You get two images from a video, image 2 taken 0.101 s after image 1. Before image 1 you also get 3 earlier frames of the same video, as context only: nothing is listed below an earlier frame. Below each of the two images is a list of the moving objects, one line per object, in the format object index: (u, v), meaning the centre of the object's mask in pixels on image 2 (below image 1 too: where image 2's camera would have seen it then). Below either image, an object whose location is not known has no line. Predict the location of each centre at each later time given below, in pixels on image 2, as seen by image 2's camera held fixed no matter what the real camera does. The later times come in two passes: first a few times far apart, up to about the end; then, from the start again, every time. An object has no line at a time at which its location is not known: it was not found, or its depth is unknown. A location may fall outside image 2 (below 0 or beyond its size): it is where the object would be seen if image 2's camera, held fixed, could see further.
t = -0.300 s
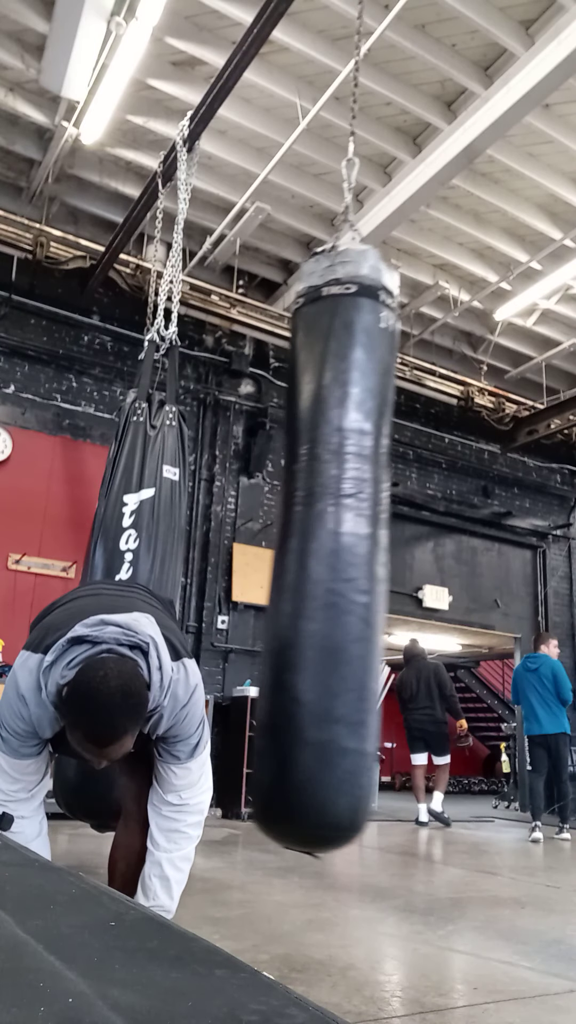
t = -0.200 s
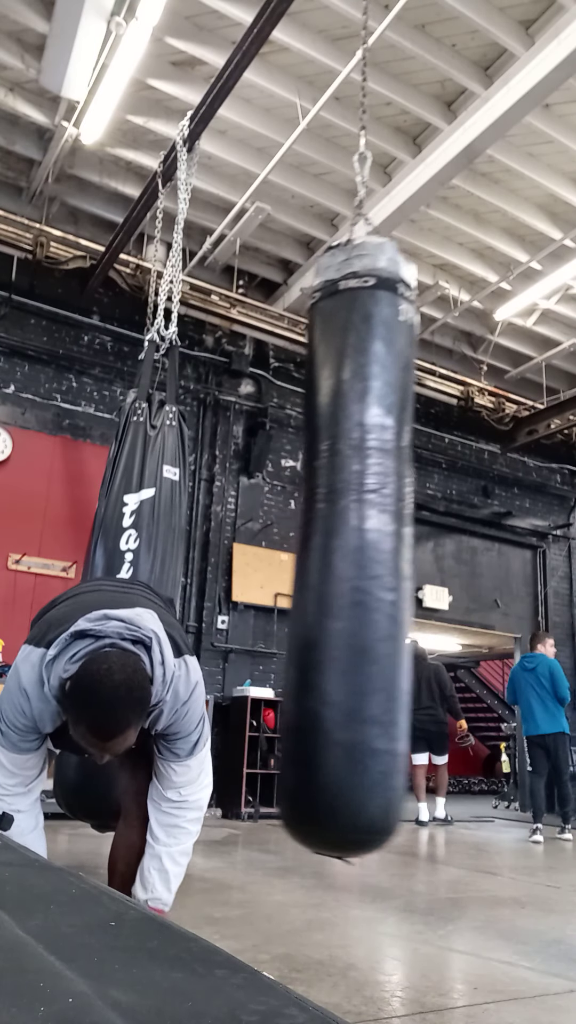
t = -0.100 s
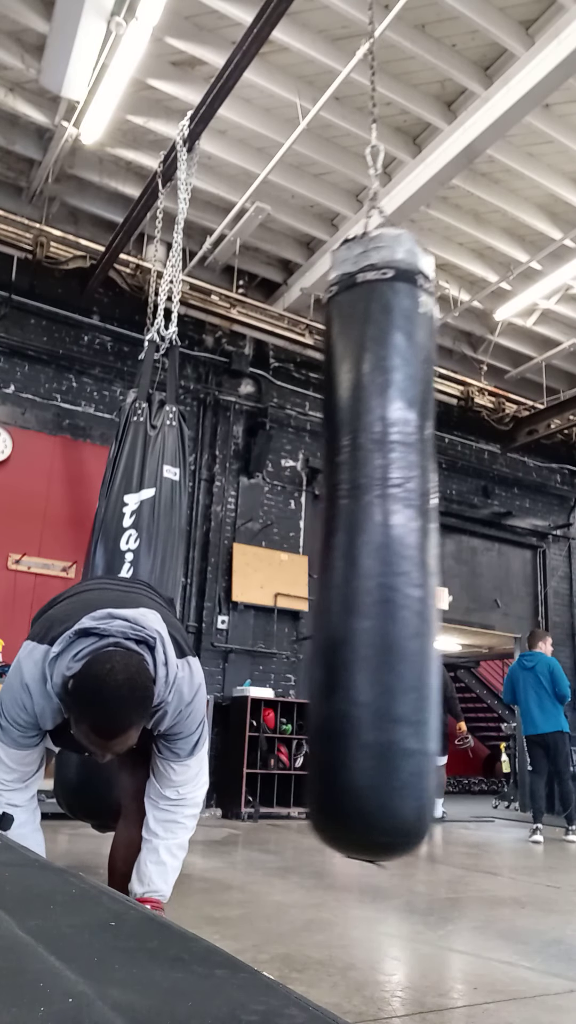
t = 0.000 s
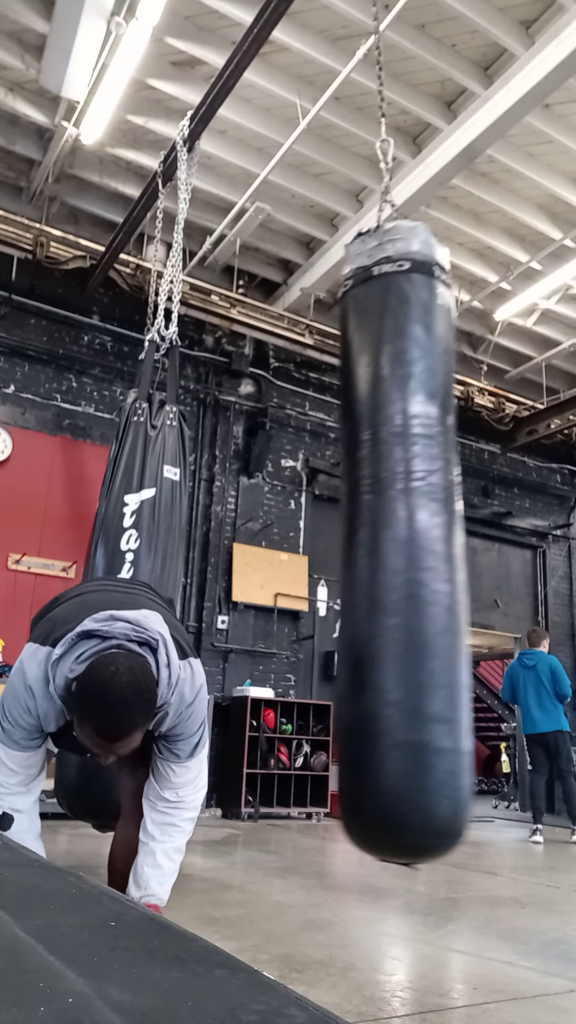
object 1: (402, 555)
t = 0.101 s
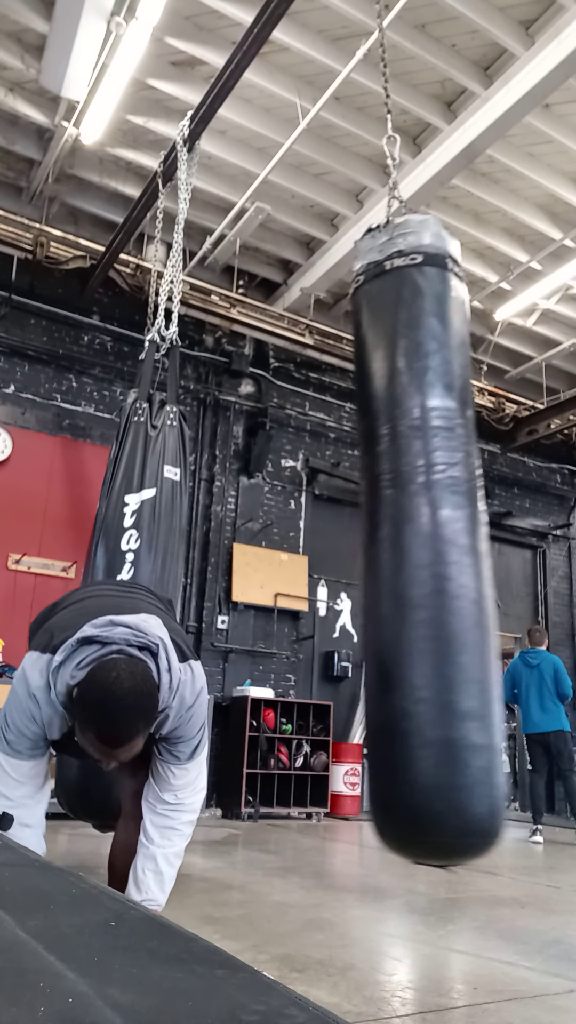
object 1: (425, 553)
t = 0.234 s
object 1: (453, 554)
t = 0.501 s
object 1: (484, 540)
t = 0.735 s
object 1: (487, 538)
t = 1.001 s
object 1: (459, 553)
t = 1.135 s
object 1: (433, 555)
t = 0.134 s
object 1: (433, 555)
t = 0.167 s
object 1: (440, 554)
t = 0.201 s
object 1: (447, 554)
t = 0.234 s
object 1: (453, 554)
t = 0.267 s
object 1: (459, 554)
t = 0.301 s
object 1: (465, 554)
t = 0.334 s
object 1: (470, 553)
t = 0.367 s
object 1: (474, 550)
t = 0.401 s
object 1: (478, 547)
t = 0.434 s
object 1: (480, 544)
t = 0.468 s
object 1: (482, 542)
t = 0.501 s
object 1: (484, 540)
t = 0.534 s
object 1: (486, 538)
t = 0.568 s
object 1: (487, 538)
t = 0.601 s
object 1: (487, 536)
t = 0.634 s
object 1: (488, 536)
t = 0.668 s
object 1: (488, 536)
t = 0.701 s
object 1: (487, 537)
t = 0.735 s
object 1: (487, 538)
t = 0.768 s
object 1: (485, 539)
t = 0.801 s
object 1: (483, 541)
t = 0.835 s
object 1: (481, 544)
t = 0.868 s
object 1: (478, 545)
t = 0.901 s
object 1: (474, 548)
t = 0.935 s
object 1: (470, 551)
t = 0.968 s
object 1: (465, 552)
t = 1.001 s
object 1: (459, 553)
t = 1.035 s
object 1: (453, 554)
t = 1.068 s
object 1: (447, 555)
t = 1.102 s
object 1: (440, 555)
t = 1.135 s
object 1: (433, 555)
